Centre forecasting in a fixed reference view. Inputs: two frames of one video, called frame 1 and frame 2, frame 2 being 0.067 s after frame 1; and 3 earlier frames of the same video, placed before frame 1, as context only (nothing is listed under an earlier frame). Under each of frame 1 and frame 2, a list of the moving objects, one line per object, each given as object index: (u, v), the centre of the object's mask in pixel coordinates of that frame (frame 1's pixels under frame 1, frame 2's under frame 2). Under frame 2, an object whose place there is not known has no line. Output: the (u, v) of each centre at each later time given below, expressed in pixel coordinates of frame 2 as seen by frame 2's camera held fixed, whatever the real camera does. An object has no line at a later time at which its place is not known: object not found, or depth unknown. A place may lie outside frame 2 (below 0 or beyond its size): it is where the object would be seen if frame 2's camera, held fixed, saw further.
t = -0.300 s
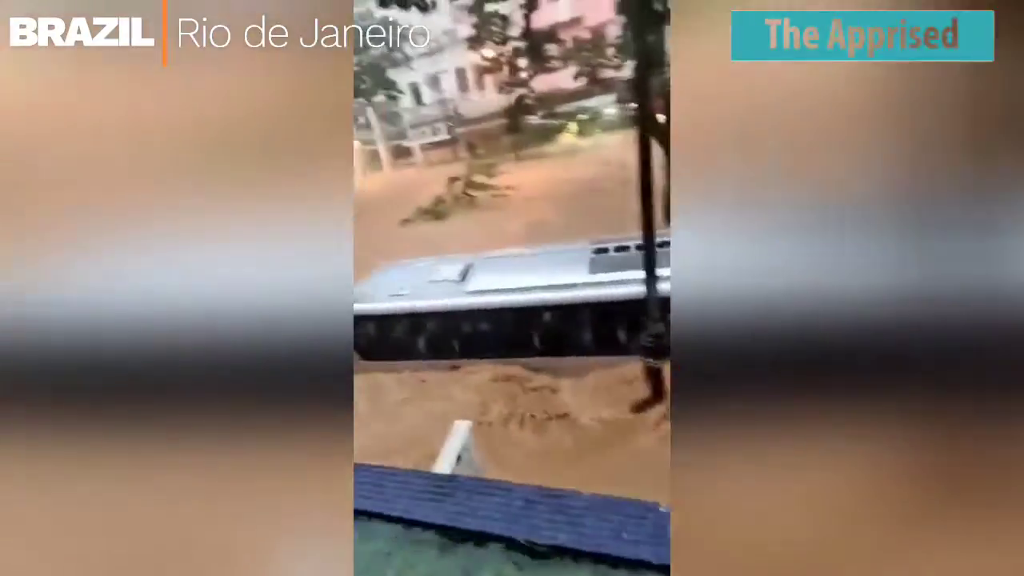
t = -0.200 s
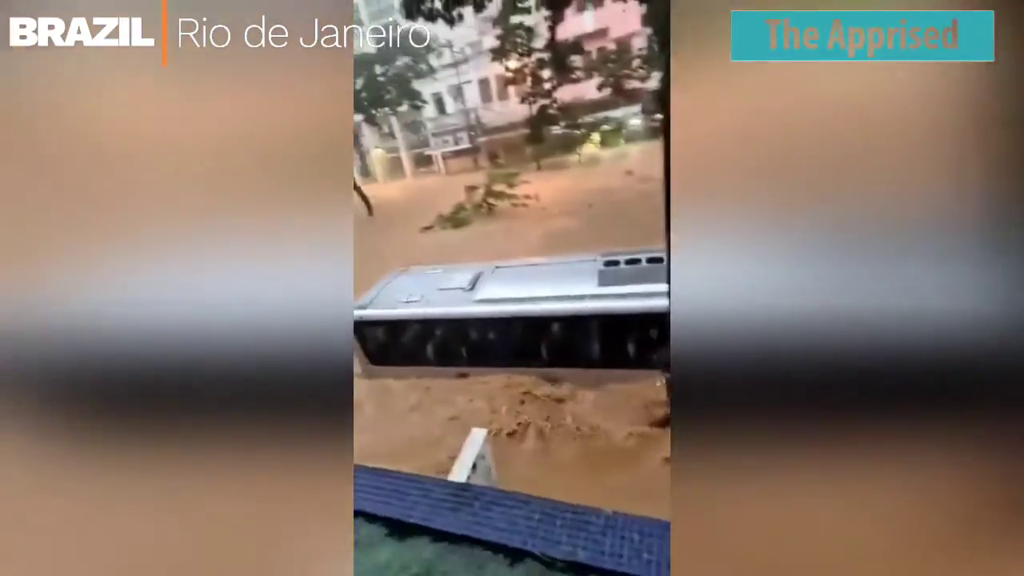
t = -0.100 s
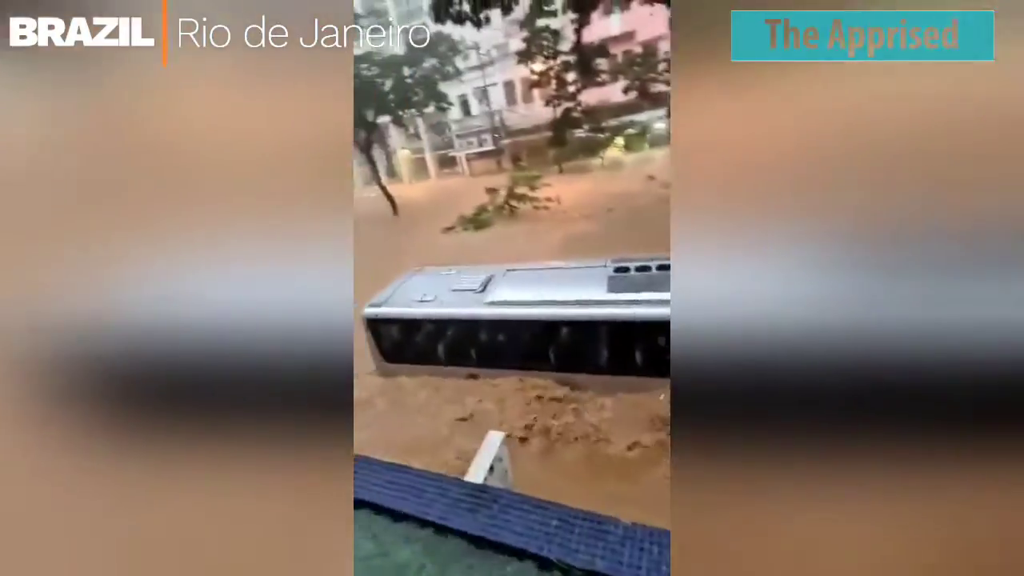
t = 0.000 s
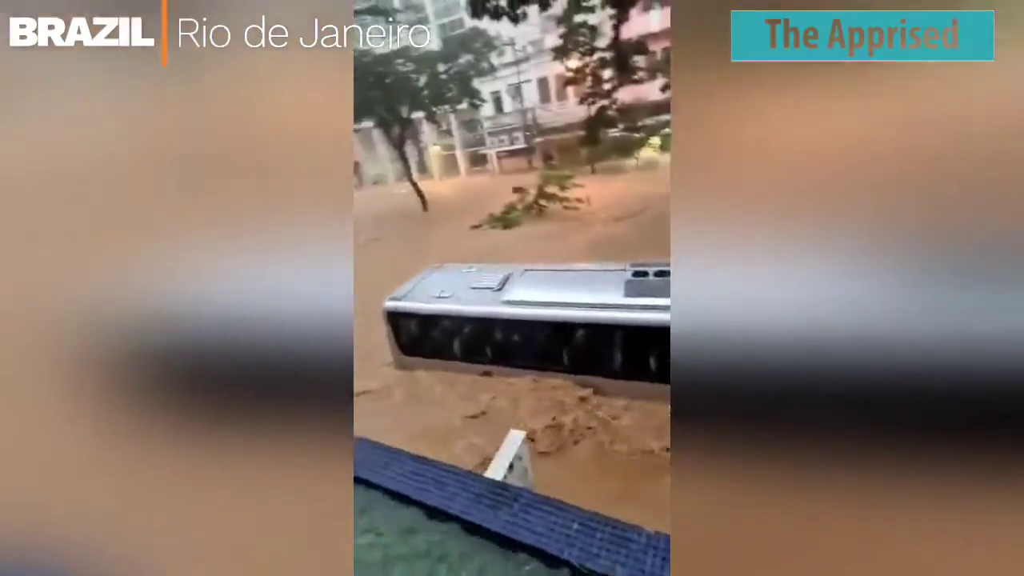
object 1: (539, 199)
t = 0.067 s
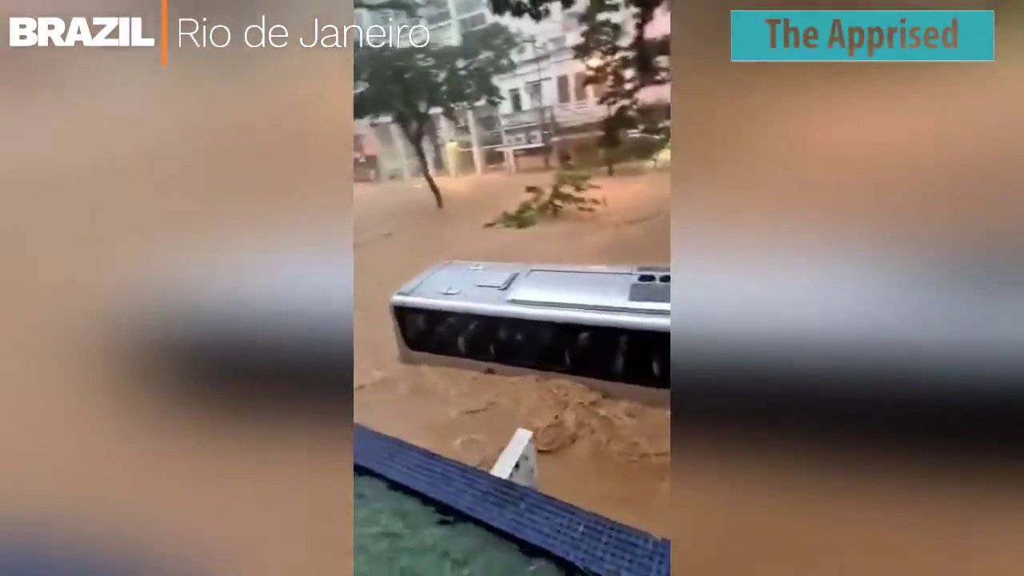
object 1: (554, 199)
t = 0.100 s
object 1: (558, 200)
